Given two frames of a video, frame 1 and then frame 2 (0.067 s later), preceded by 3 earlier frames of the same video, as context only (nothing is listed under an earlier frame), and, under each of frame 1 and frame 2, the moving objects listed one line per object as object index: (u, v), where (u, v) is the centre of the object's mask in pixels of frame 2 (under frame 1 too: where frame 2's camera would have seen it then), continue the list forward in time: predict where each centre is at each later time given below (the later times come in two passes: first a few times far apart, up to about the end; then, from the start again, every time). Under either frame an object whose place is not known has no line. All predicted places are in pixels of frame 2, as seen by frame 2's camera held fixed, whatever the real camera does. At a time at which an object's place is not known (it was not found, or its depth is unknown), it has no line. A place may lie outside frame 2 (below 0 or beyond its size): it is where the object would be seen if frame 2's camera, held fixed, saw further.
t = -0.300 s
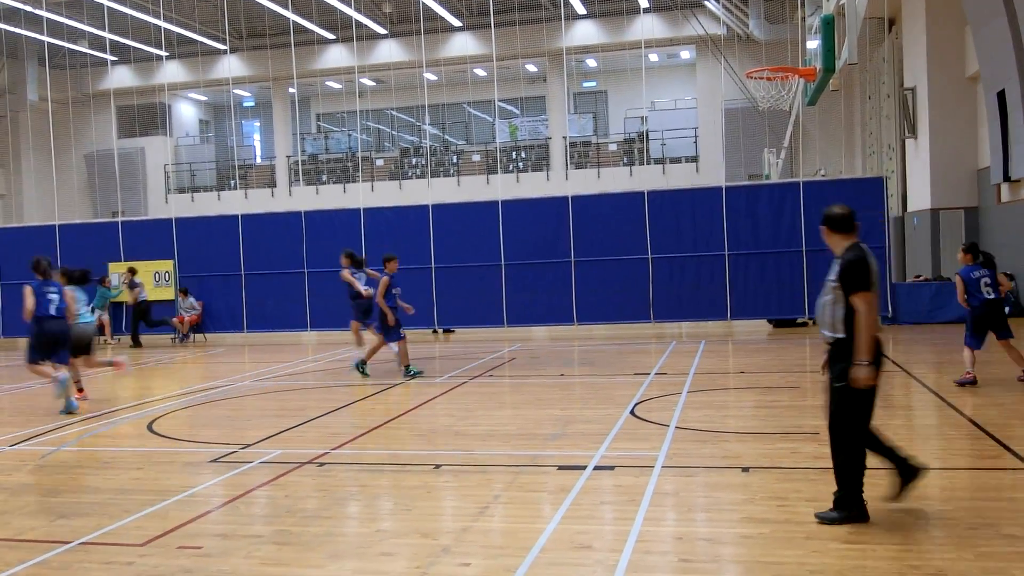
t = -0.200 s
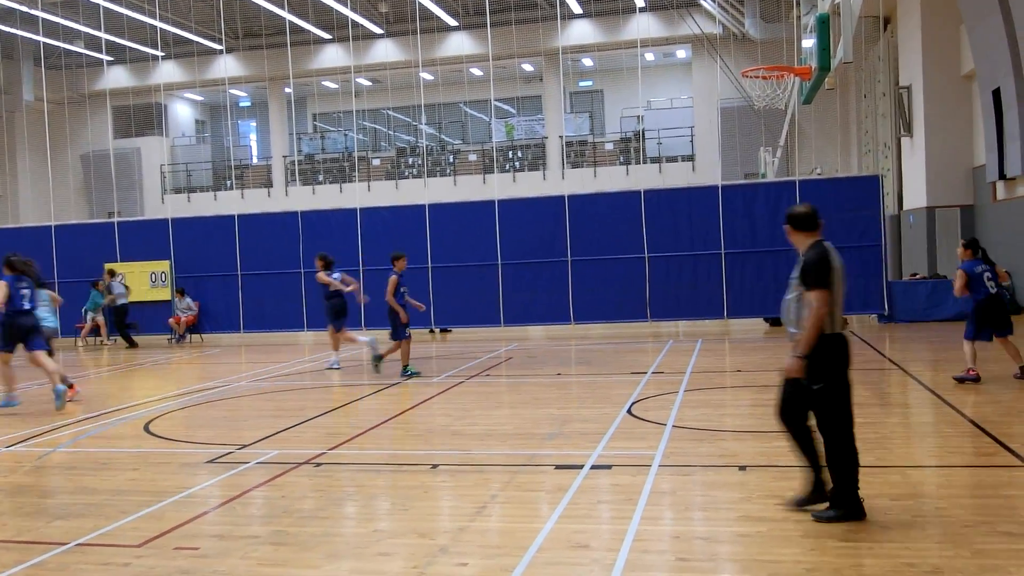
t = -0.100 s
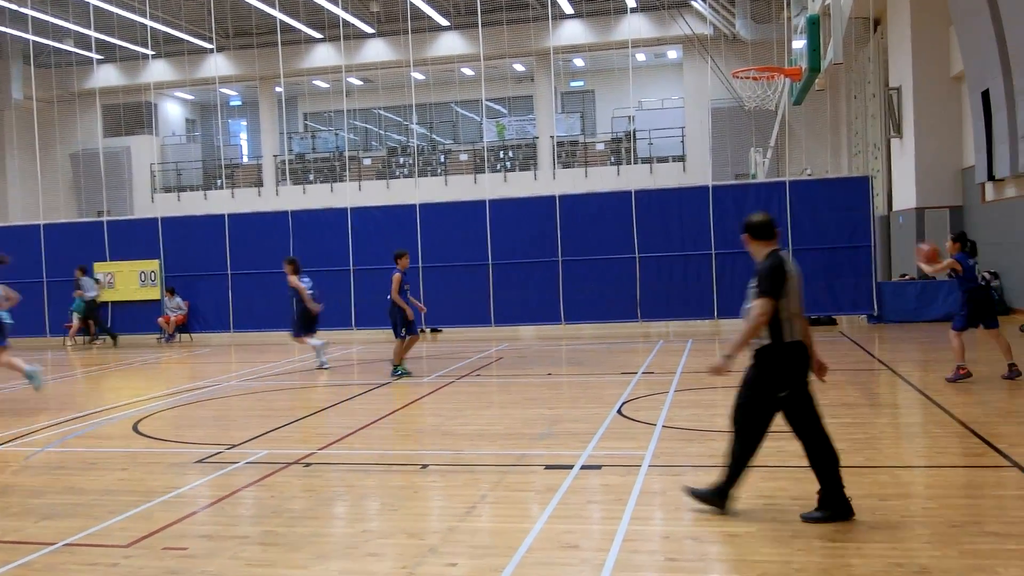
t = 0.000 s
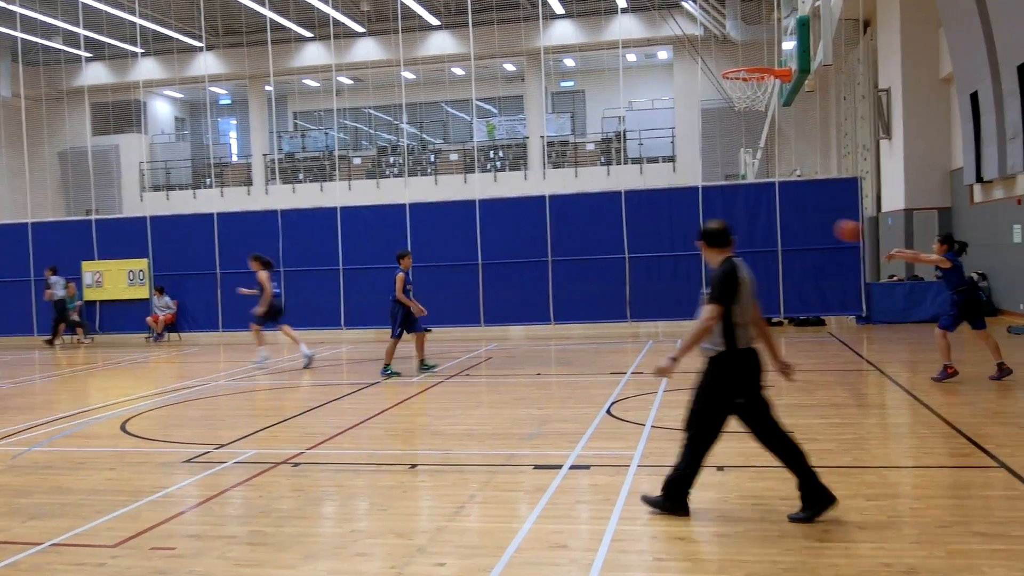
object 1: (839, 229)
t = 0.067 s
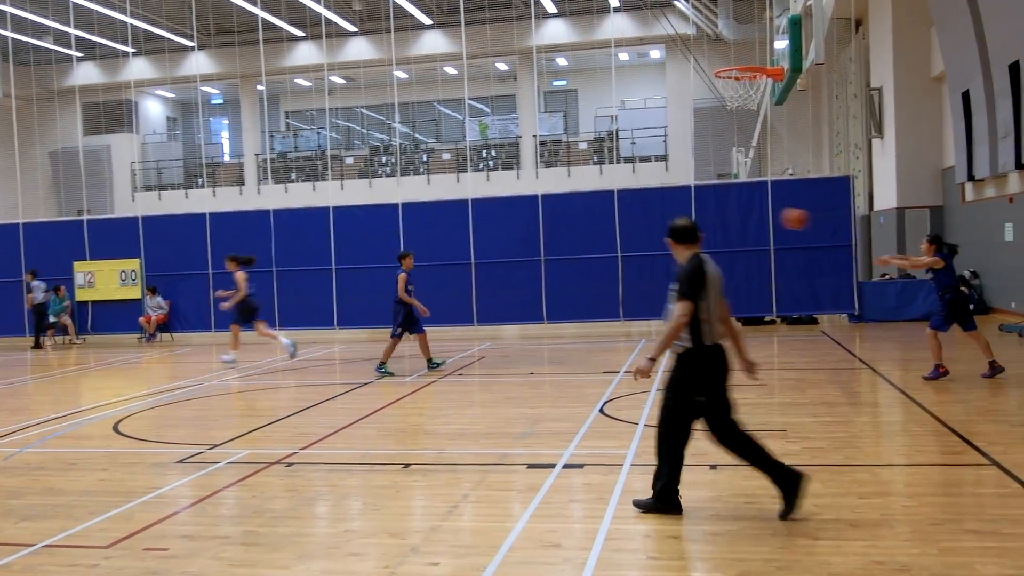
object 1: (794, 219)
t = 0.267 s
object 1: (666, 211)
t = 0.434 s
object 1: (569, 227)
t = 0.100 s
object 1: (772, 215)
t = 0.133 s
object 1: (749, 212)
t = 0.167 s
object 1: (728, 210)
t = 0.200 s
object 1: (708, 210)
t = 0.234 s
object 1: (685, 210)
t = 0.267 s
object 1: (666, 211)
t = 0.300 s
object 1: (646, 213)
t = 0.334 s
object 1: (627, 215)
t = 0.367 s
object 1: (606, 219)
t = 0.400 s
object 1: (588, 223)
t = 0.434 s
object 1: (569, 227)
